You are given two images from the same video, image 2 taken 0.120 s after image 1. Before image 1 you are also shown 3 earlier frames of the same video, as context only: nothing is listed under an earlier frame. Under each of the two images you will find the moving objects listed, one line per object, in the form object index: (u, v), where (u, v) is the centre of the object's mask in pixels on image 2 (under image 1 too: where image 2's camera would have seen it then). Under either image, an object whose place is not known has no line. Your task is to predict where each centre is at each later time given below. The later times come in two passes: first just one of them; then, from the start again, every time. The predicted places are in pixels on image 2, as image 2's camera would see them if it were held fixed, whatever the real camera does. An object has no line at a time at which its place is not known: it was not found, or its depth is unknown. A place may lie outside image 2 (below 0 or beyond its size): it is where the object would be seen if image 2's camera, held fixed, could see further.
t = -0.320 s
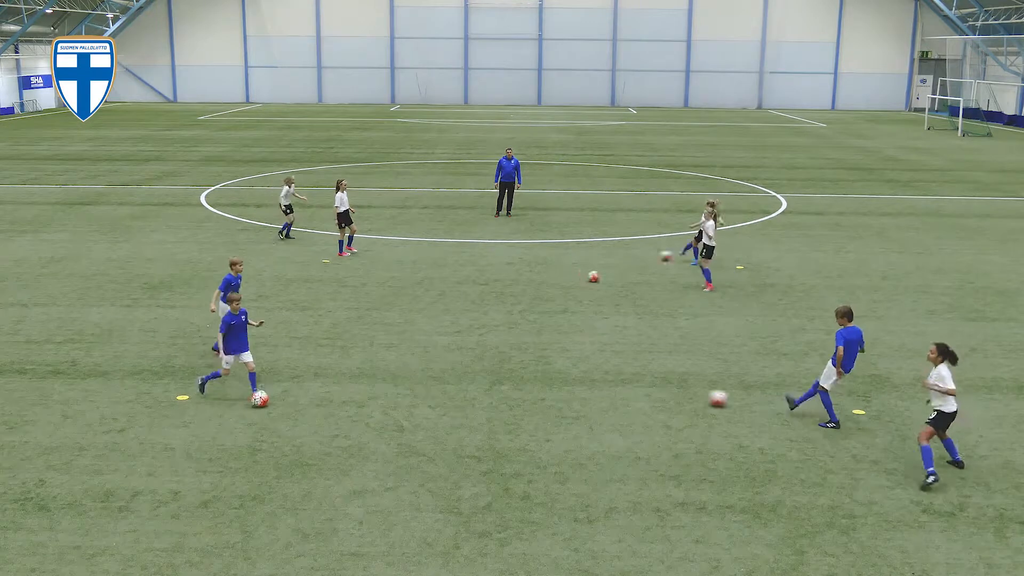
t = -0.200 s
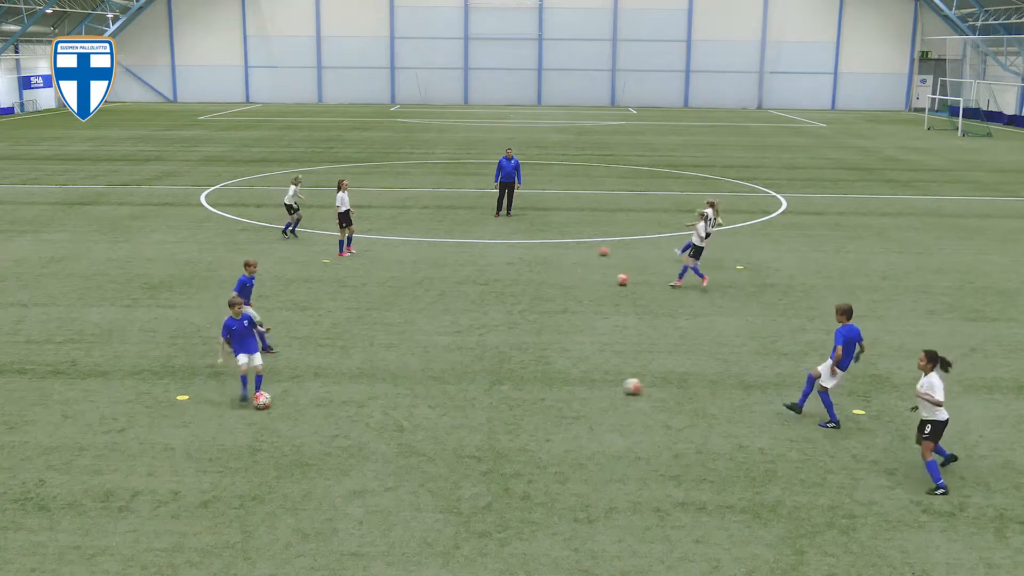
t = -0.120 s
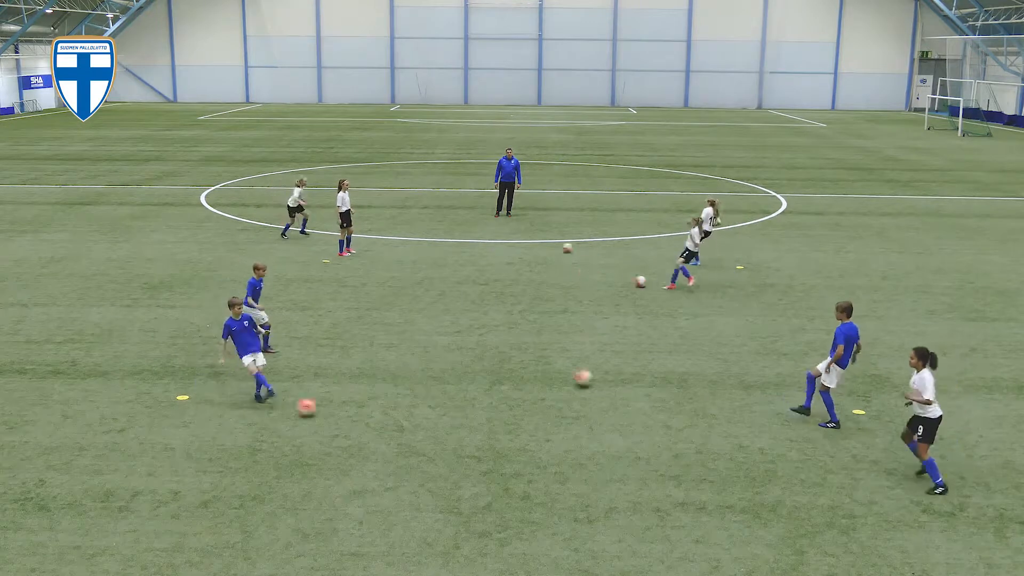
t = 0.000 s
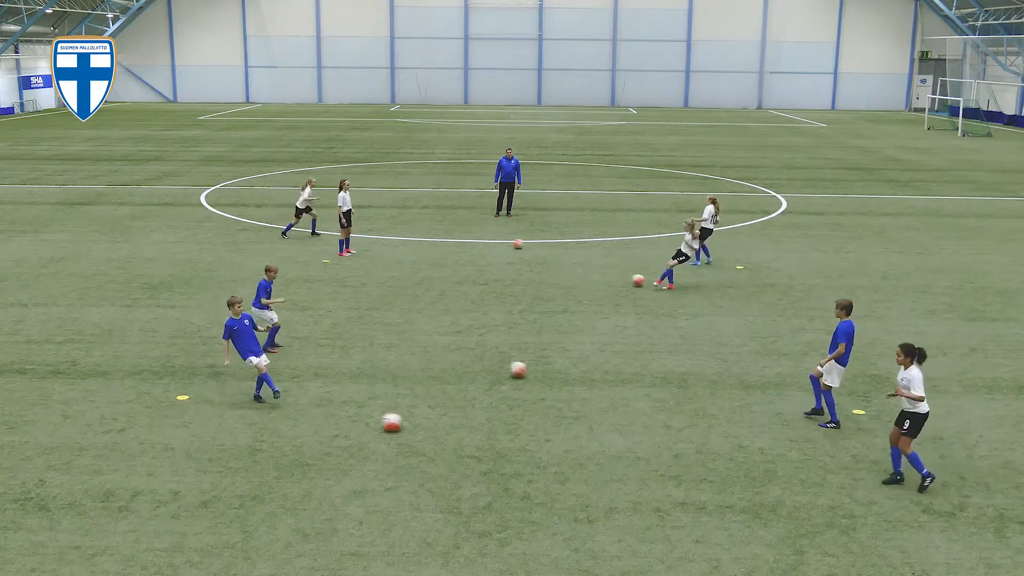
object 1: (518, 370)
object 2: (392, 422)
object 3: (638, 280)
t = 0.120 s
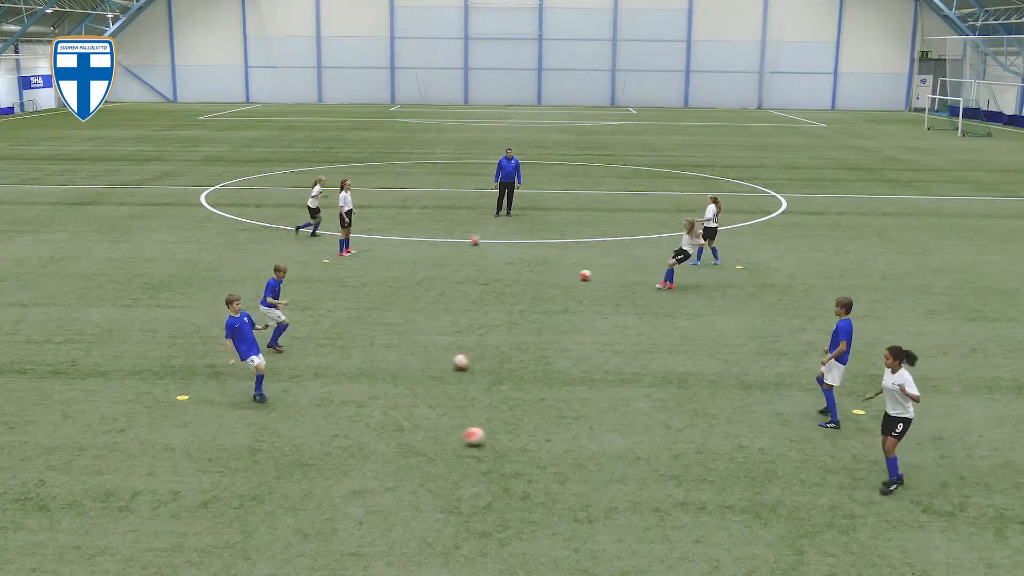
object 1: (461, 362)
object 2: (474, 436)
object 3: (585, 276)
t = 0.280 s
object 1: (400, 354)
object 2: (578, 453)
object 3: (528, 268)
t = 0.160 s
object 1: (445, 360)
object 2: (501, 440)
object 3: (571, 273)
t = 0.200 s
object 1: (429, 358)
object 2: (528, 445)
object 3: (556, 271)
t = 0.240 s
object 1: (414, 357)
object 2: (553, 449)
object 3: (542, 269)
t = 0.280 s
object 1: (400, 354)
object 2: (578, 453)
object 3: (528, 268)
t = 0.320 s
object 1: (386, 353)
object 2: (604, 457)
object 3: (516, 266)
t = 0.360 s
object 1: (372, 352)
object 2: (628, 462)
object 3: (504, 265)
